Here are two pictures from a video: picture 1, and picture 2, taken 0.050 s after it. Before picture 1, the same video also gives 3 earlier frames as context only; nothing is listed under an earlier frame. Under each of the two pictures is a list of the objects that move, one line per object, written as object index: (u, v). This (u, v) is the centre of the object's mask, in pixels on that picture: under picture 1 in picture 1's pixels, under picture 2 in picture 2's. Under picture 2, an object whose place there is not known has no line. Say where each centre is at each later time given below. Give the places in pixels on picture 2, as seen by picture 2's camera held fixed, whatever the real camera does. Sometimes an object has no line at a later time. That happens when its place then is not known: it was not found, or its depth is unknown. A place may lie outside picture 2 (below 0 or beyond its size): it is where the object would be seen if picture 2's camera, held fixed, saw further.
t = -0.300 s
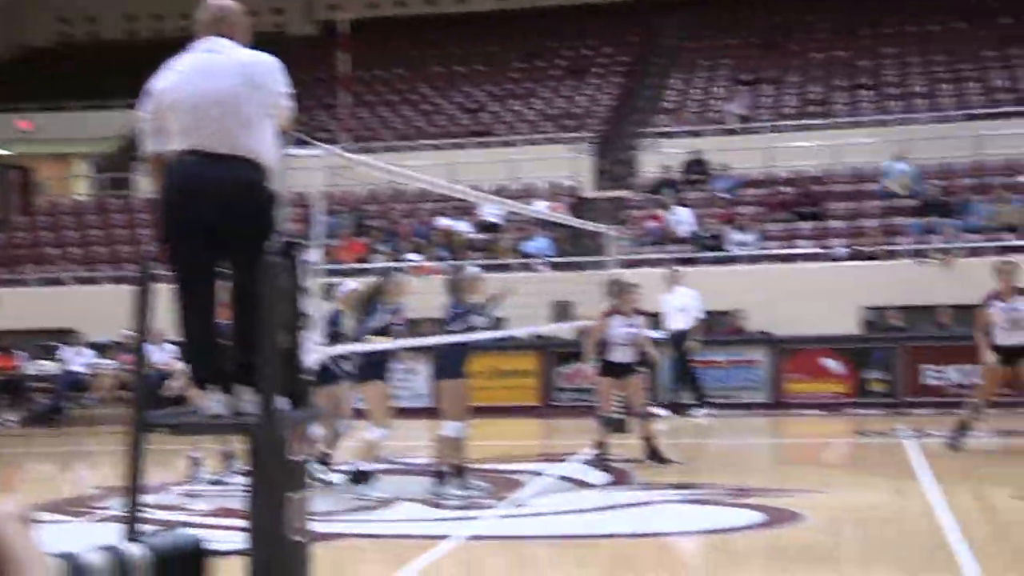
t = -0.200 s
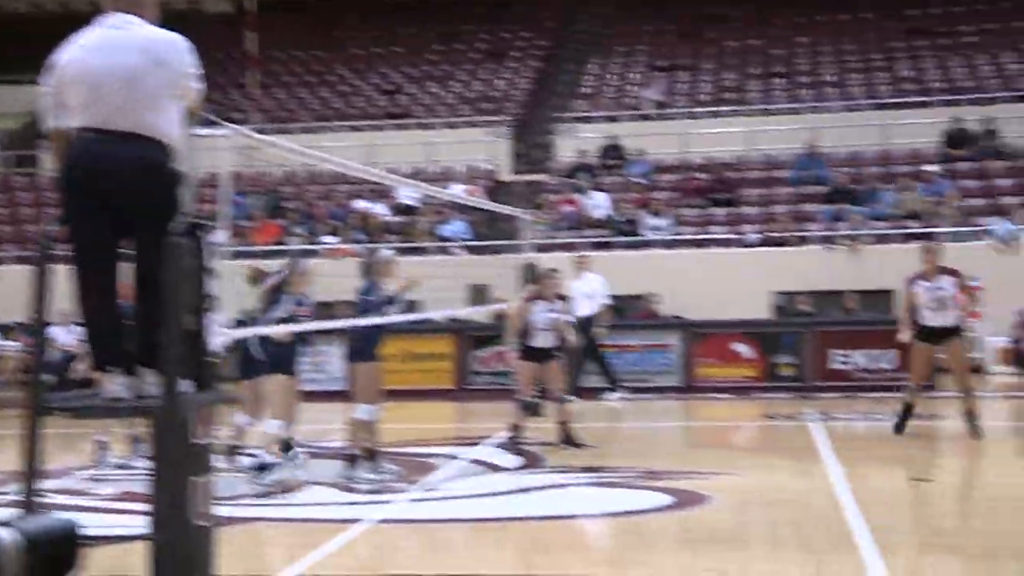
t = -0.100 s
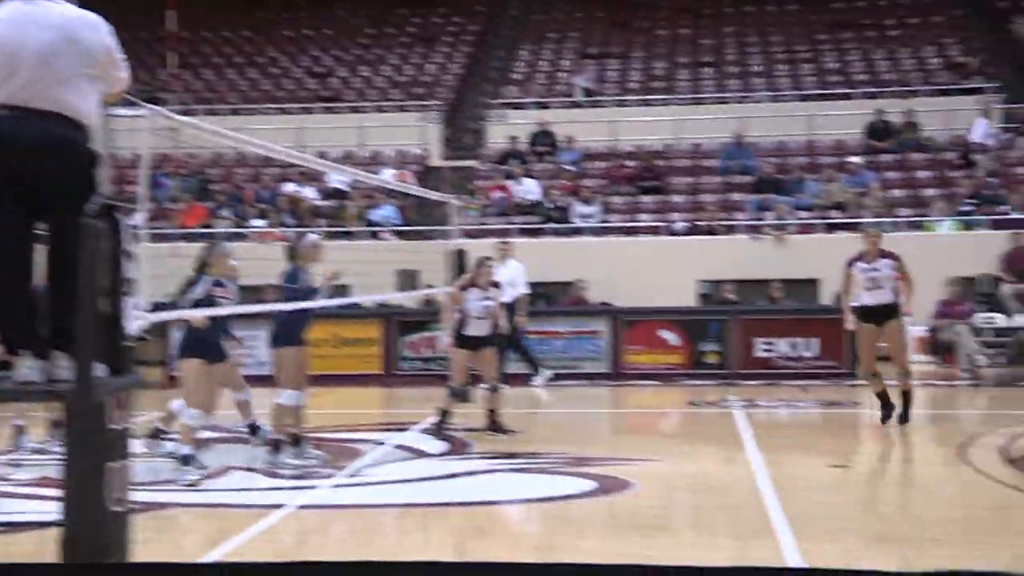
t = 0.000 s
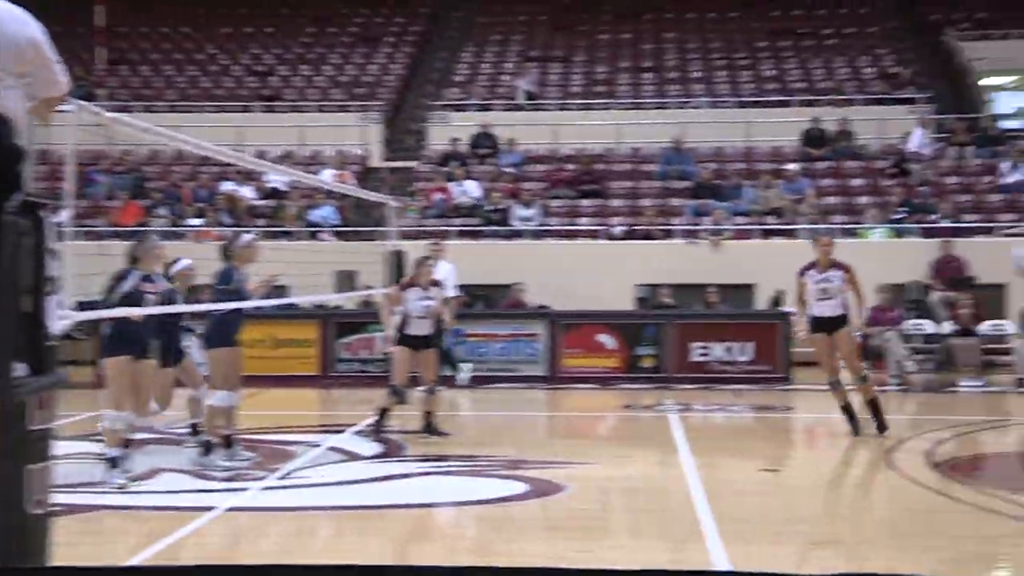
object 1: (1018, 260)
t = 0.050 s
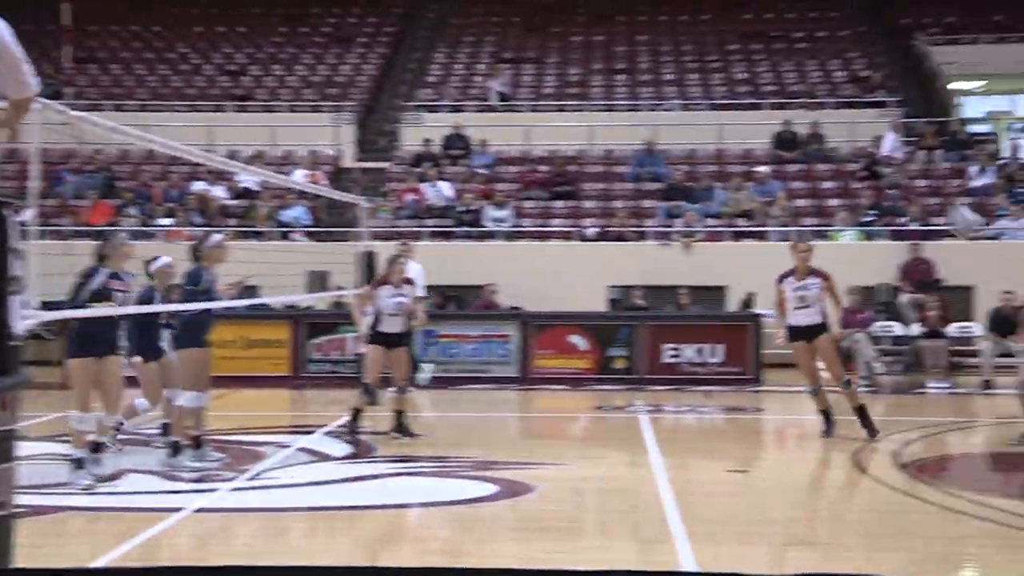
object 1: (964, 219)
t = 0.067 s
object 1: (952, 205)
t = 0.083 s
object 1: (945, 194)
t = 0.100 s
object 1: (935, 180)
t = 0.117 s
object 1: (926, 167)
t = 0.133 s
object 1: (914, 158)
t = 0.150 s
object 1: (906, 147)
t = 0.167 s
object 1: (897, 134)
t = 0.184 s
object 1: (884, 123)
